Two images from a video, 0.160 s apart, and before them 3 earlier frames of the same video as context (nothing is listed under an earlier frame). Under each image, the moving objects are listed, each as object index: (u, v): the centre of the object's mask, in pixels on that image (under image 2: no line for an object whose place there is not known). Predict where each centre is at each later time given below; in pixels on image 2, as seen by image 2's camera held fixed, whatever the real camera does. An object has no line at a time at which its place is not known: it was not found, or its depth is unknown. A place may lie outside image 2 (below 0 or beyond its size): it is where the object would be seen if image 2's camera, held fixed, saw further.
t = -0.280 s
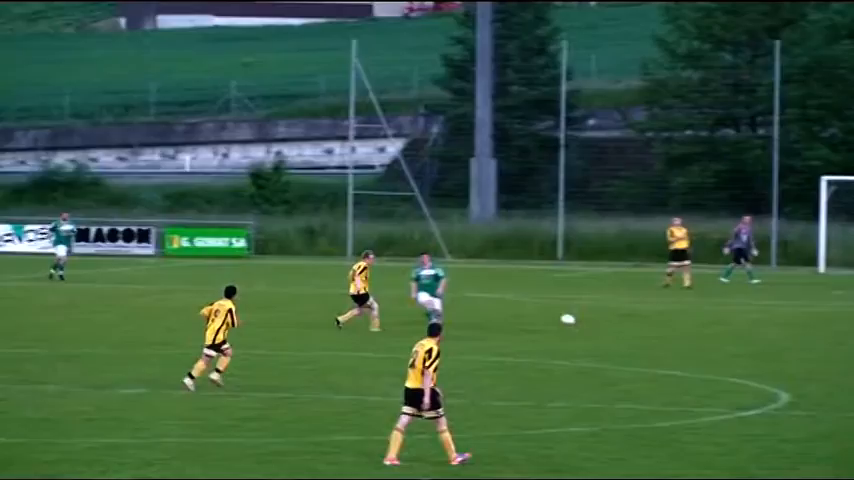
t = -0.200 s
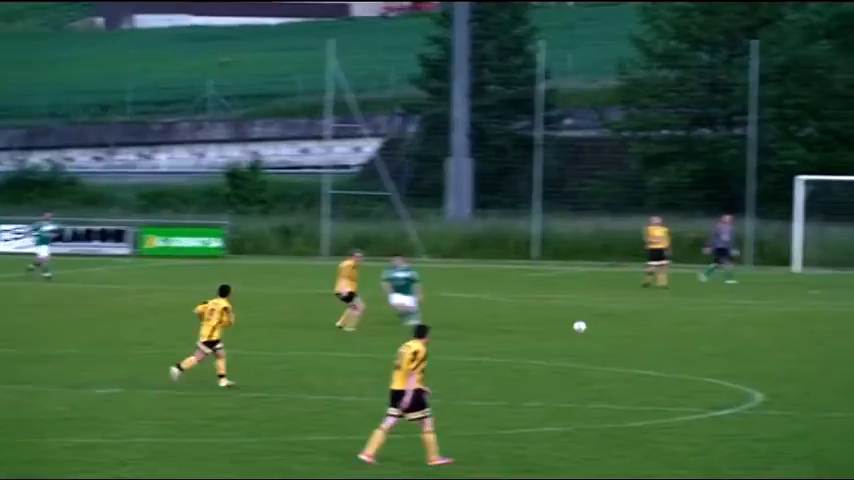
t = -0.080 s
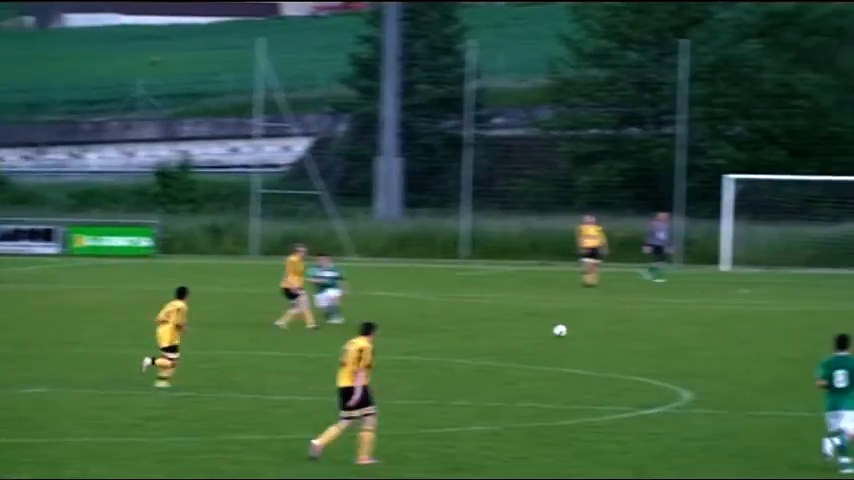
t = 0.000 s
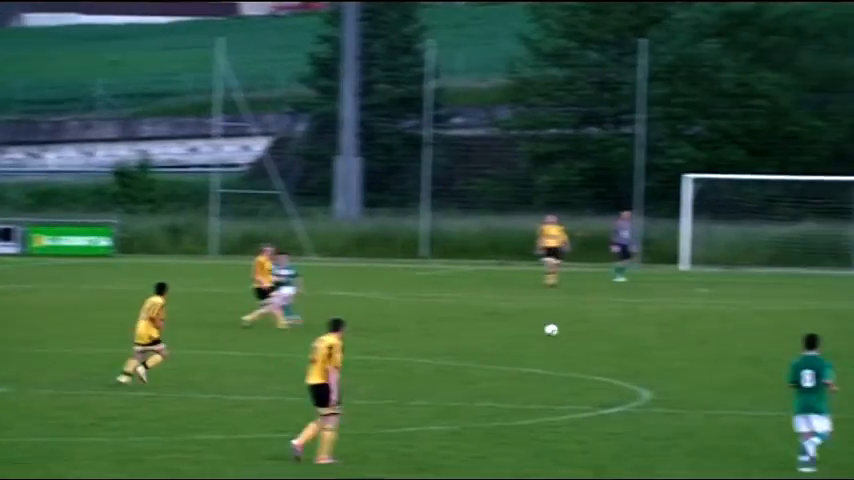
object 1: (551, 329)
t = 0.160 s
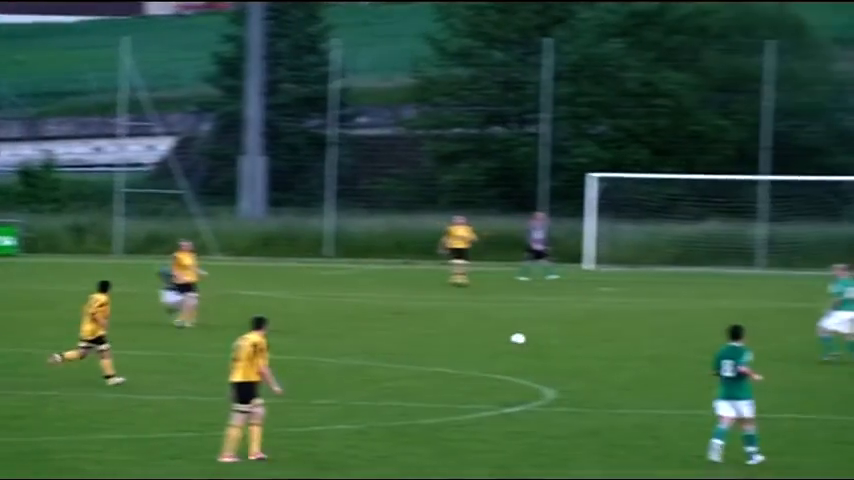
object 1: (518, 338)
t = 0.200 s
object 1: (531, 338)
